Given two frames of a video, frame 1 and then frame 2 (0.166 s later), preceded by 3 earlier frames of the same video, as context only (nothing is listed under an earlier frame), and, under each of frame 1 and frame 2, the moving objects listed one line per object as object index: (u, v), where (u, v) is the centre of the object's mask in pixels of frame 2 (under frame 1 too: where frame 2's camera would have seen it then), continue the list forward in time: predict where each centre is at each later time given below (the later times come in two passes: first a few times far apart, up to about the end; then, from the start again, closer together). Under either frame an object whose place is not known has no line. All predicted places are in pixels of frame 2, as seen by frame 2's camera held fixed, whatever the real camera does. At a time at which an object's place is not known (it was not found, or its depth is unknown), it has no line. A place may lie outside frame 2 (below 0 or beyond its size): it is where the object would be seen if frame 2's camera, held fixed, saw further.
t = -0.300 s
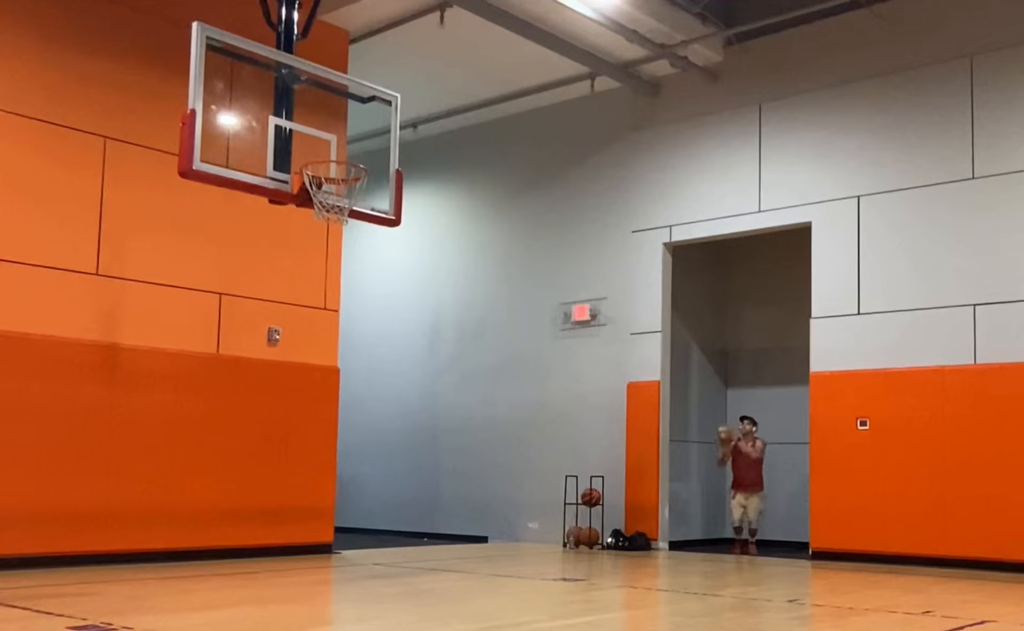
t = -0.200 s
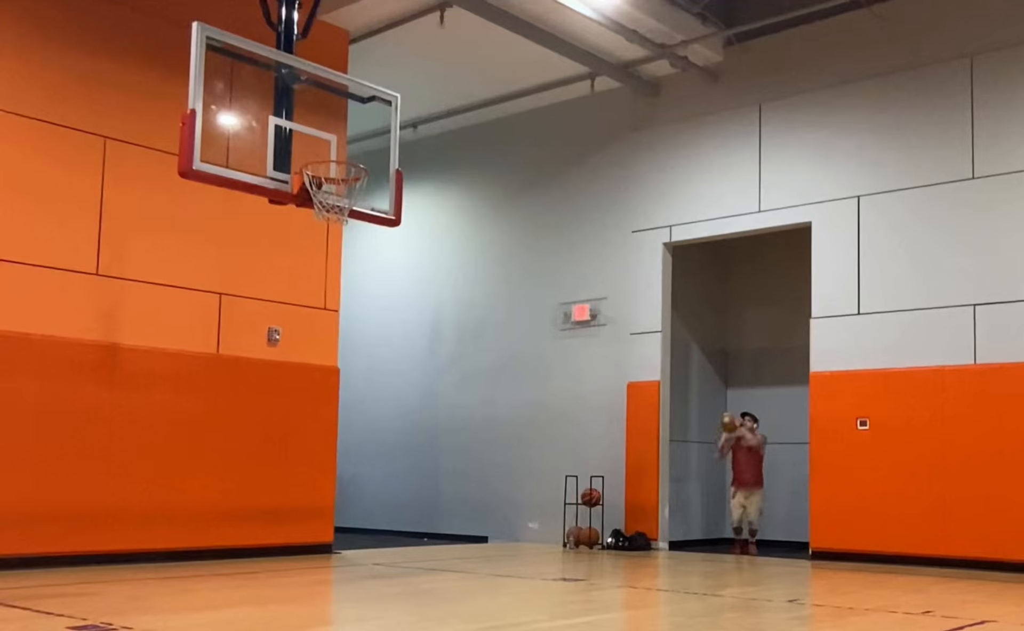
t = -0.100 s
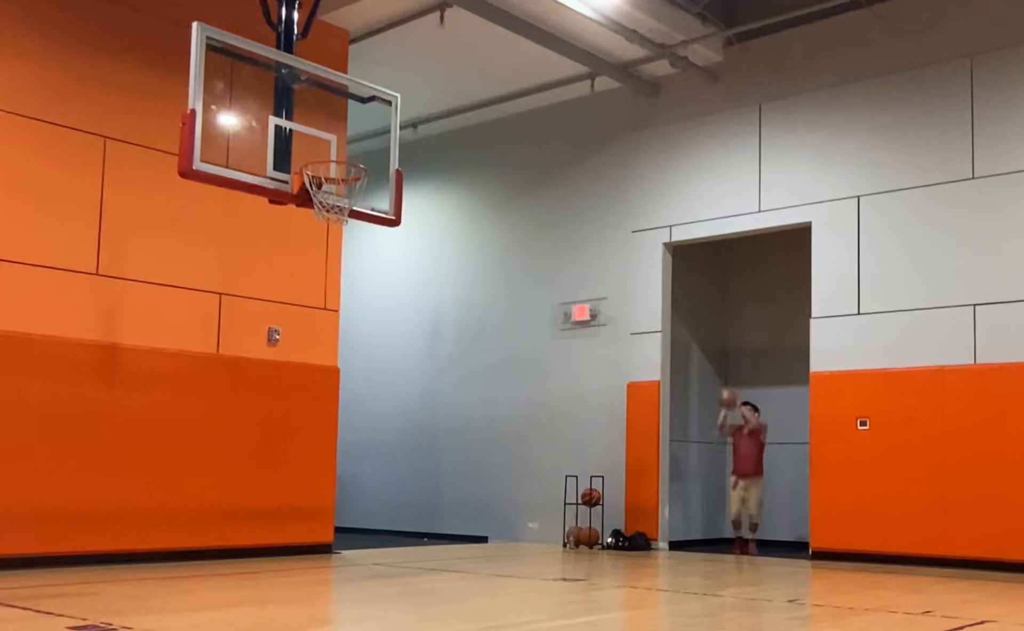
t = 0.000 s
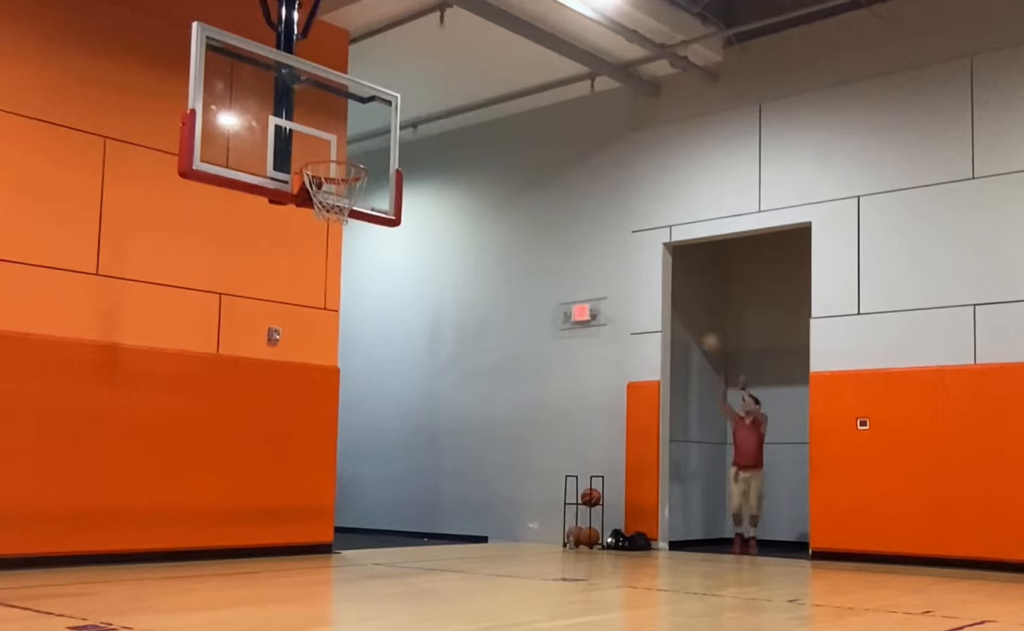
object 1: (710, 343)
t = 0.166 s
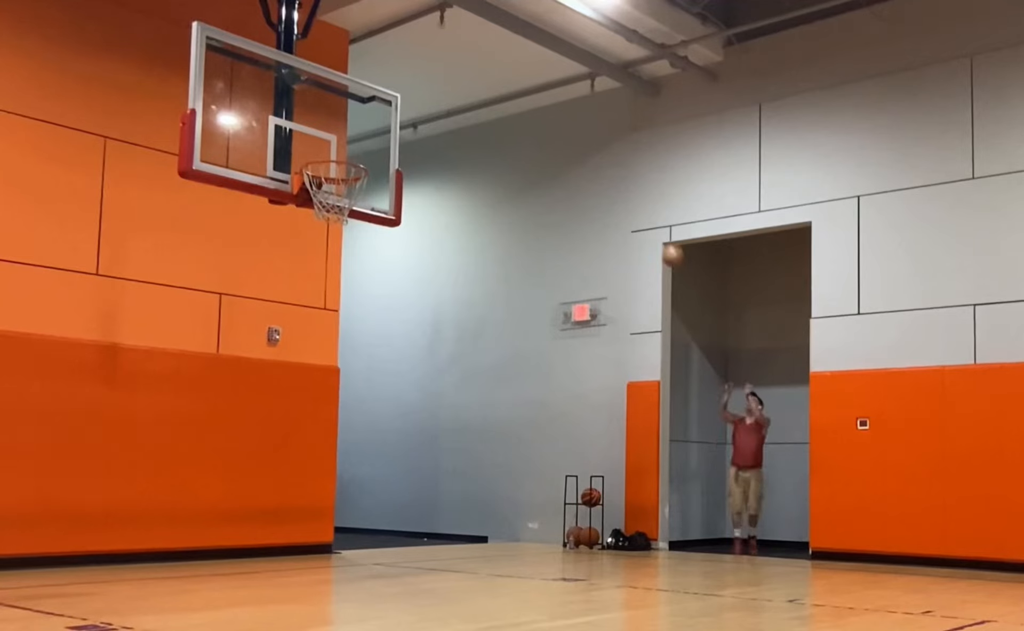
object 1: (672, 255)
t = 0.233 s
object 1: (656, 225)
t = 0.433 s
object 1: (601, 149)
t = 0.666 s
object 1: (524, 99)
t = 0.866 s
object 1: (444, 97)
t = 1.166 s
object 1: (333, 187)
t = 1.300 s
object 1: (364, 193)
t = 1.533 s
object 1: (315, 220)
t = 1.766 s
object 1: (275, 289)
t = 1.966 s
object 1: (239, 411)
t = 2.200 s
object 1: (197, 551)
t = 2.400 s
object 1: (182, 439)
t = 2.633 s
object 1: (161, 382)
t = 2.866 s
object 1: (136, 398)
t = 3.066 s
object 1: (113, 474)
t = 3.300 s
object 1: (87, 545)
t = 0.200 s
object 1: (665, 241)
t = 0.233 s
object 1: (656, 225)
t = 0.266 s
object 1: (647, 210)
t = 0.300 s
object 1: (638, 197)
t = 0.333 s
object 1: (629, 183)
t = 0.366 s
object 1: (619, 171)
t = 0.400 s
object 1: (610, 159)
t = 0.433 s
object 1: (601, 149)
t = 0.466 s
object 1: (590, 139)
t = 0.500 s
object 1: (580, 130)
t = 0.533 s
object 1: (570, 122)
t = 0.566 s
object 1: (559, 115)
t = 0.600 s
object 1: (547, 109)
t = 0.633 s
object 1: (536, 103)
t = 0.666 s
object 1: (524, 99)
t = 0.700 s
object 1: (511, 95)
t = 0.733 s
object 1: (499, 93)
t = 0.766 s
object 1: (486, 91)
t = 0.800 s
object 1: (473, 93)
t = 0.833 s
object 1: (459, 94)
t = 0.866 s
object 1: (444, 97)
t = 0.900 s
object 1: (429, 101)
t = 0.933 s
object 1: (415, 106)
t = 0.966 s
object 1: (398, 113)
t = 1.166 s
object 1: (333, 187)
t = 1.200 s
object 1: (351, 199)
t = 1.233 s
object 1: (364, 194)
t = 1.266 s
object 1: (366, 191)
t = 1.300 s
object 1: (364, 193)
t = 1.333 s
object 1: (358, 196)
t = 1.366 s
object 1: (350, 200)
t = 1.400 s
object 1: (342, 203)
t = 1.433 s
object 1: (333, 202)
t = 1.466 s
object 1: (325, 201)
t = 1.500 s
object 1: (319, 218)
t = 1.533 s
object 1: (315, 220)
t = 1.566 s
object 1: (311, 220)
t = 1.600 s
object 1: (304, 229)
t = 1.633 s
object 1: (298, 239)
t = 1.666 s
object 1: (293, 249)
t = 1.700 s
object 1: (287, 261)
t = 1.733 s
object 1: (281, 275)
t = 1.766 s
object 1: (275, 289)
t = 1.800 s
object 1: (269, 307)
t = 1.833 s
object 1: (263, 326)
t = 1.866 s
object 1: (258, 343)
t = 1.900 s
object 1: (251, 365)
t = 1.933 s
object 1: (245, 387)
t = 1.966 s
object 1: (239, 411)
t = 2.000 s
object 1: (232, 436)
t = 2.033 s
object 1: (225, 464)
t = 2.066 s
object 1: (218, 492)
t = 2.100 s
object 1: (211, 523)
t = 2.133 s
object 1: (205, 556)
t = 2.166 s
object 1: (199, 575)
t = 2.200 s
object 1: (197, 551)
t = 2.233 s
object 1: (194, 527)
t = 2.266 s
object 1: (192, 507)
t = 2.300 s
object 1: (189, 487)
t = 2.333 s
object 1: (187, 469)
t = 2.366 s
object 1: (184, 453)
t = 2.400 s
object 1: (182, 439)
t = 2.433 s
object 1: (179, 426)
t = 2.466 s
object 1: (177, 415)
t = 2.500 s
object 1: (173, 405)
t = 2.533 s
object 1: (170, 397)
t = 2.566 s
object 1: (167, 391)
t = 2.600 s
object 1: (164, 386)
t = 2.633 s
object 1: (161, 382)
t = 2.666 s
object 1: (157, 380)
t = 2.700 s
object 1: (154, 379)
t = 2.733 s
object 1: (151, 380)
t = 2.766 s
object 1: (147, 382)
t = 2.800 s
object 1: (144, 387)
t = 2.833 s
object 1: (140, 392)
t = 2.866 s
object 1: (136, 398)
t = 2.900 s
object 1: (133, 407)
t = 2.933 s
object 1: (128, 418)
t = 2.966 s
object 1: (124, 429)
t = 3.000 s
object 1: (120, 442)
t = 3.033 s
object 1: (117, 458)
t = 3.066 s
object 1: (113, 474)
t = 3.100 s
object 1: (108, 492)
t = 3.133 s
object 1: (104, 510)
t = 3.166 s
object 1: (100, 531)
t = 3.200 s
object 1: (96, 553)
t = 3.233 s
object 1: (91, 575)
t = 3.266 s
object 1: (89, 561)
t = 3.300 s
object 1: (87, 545)
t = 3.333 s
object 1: (85, 529)
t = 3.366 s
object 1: (82, 516)
